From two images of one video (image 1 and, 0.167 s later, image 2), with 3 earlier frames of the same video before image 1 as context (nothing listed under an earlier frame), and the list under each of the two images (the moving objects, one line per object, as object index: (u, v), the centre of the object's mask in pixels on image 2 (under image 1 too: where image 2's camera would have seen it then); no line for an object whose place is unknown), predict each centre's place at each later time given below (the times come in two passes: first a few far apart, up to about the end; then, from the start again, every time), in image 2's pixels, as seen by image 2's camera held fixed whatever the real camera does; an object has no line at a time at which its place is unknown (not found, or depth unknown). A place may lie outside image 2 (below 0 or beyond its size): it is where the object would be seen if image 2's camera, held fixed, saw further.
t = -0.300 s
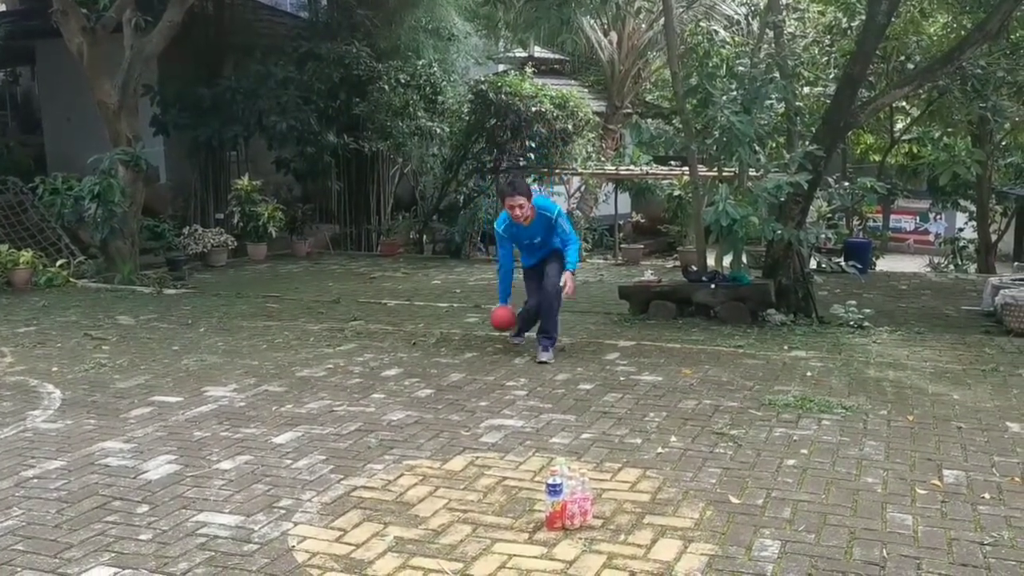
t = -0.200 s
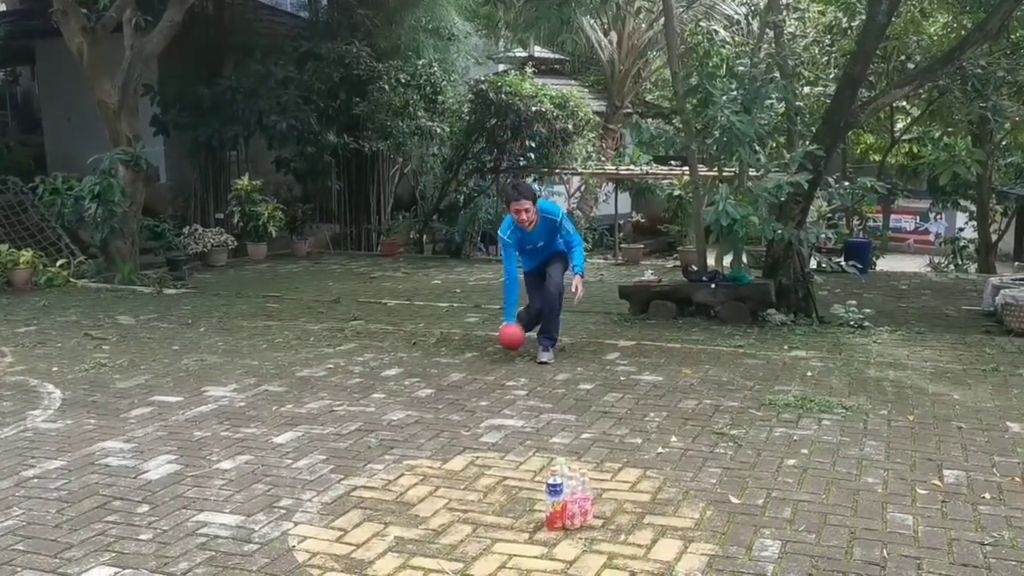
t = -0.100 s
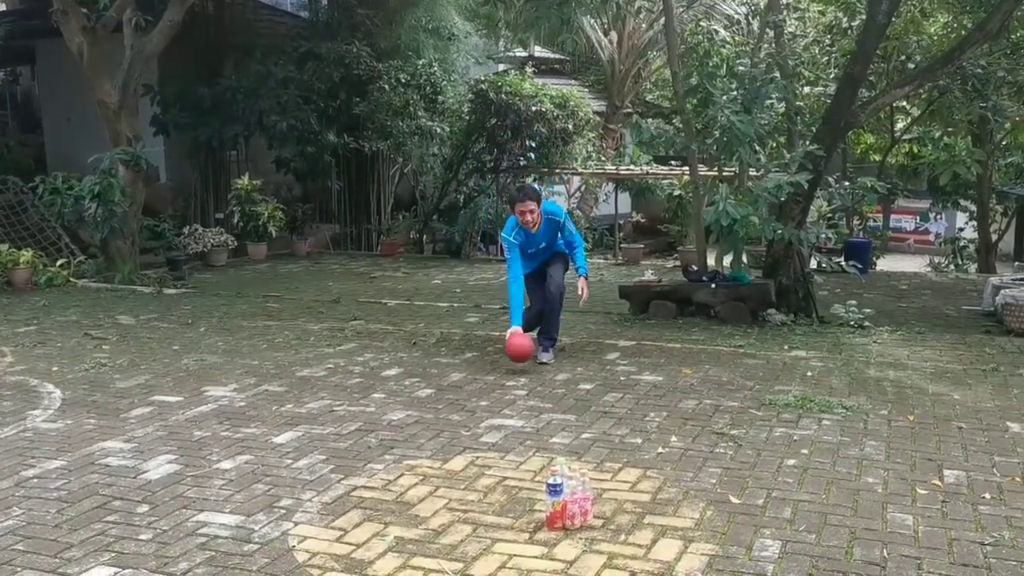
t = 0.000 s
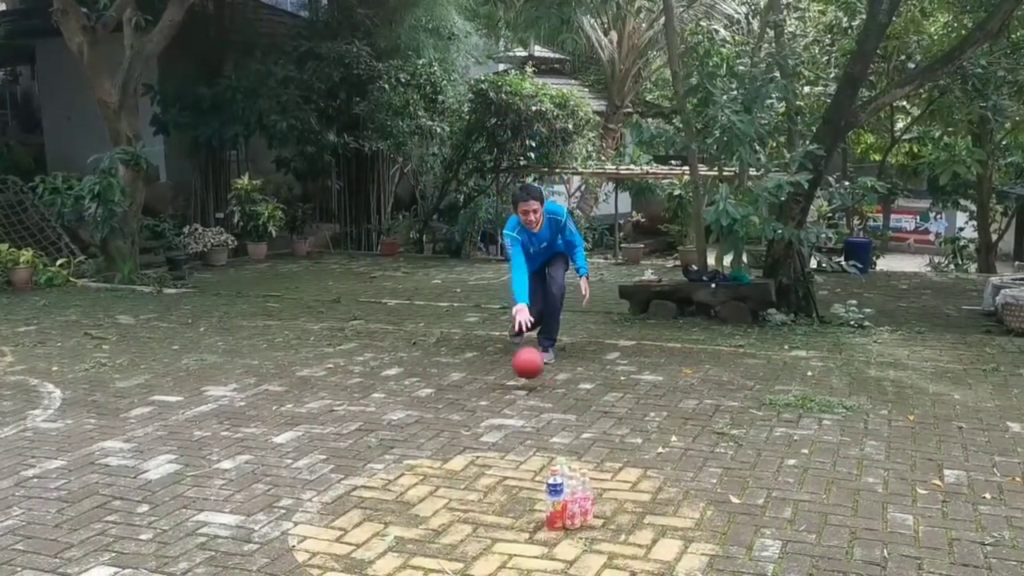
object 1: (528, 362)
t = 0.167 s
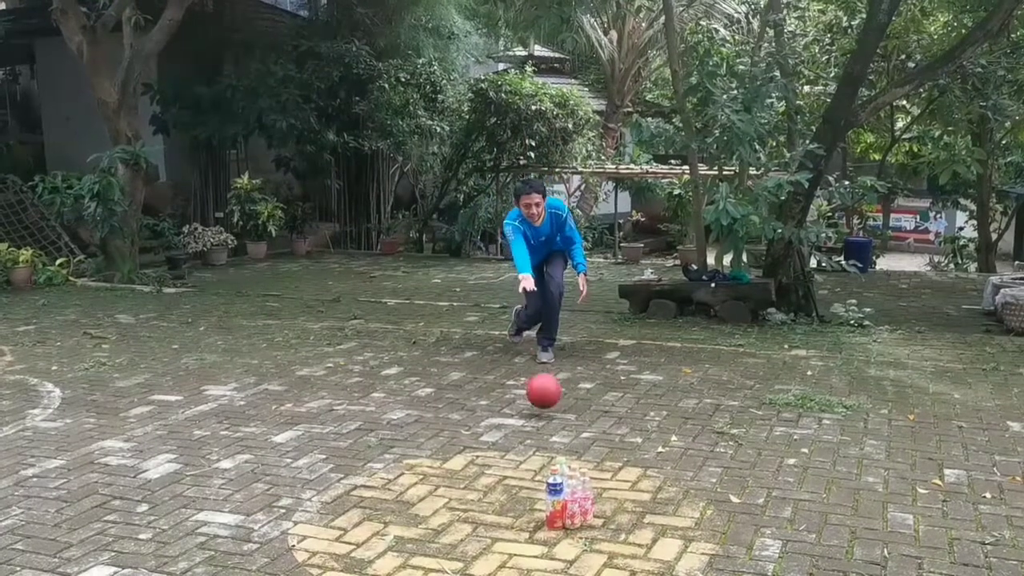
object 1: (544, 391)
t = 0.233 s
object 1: (550, 397)
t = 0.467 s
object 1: (578, 446)
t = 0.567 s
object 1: (593, 461)
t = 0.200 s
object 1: (547, 393)
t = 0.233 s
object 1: (550, 397)
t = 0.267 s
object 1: (554, 403)
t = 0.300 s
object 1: (557, 413)
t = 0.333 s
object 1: (560, 425)
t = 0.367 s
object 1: (564, 431)
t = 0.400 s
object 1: (568, 434)
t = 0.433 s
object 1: (572, 439)
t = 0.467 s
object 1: (578, 446)
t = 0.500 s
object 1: (583, 452)
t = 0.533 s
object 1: (588, 455)
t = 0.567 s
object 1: (593, 461)
